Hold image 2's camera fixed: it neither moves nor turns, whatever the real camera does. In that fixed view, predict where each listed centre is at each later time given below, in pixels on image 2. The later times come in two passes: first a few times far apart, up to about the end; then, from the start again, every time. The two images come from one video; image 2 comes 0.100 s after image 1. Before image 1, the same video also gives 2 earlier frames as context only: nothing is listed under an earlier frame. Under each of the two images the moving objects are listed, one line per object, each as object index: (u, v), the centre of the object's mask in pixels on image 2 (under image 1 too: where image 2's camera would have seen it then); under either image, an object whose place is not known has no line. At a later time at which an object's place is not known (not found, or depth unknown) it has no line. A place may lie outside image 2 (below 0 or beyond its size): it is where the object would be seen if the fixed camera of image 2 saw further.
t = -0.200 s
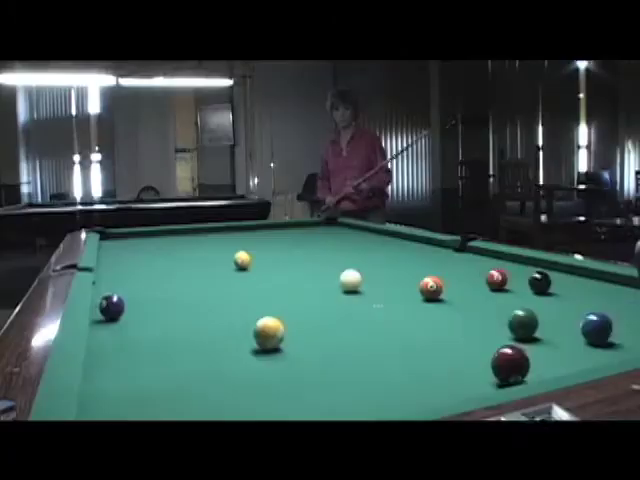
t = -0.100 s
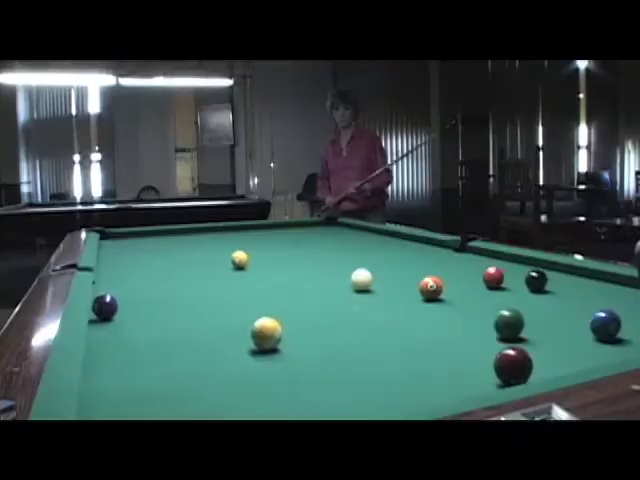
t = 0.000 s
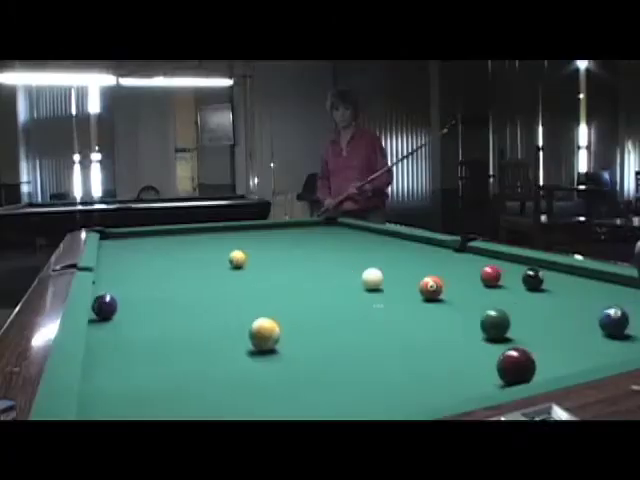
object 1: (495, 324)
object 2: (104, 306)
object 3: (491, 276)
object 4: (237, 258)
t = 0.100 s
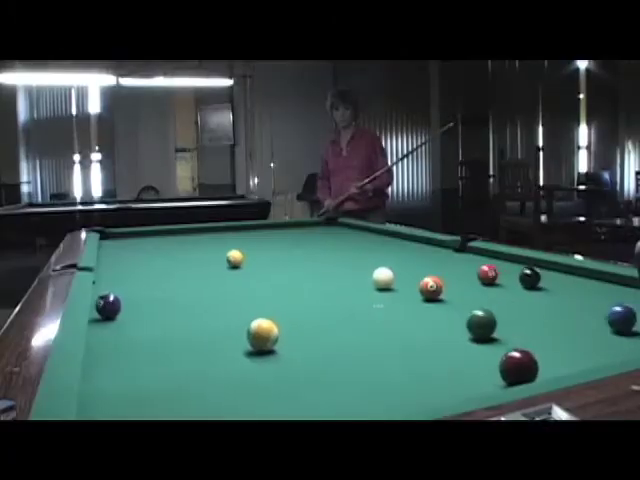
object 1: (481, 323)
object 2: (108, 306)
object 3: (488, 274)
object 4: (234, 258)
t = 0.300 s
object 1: (456, 323)
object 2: (114, 305)
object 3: (482, 271)
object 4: (230, 257)
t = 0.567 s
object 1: (424, 323)
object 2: (121, 304)
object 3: (476, 267)
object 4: (225, 256)
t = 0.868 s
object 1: (393, 322)
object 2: (126, 304)
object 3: (471, 263)
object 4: (220, 255)
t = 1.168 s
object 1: (365, 322)
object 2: (128, 303)
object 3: (465, 258)
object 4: (216, 254)
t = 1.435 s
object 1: (344, 321)
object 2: (128, 303)
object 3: (463, 258)
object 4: (214, 254)
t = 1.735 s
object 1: (324, 321)
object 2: (128, 303)
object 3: (460, 256)
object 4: (211, 253)
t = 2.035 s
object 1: (306, 320)
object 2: (127, 303)
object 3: (457, 254)
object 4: (209, 252)
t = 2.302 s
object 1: (295, 319)
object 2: (126, 302)
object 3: (454, 253)
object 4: (208, 252)
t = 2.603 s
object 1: (286, 318)
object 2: (126, 302)
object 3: (453, 251)
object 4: (208, 252)
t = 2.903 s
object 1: (280, 317)
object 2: (126, 301)
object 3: (452, 251)
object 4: (208, 252)
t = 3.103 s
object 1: (279, 316)
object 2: (127, 301)
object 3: (452, 250)
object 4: (209, 252)
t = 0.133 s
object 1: (477, 323)
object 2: (109, 306)
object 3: (487, 273)
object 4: (234, 258)
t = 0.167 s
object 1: (472, 323)
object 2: (110, 306)
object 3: (486, 273)
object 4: (233, 258)
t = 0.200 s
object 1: (468, 323)
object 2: (111, 305)
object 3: (485, 272)
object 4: (232, 258)
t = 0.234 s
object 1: (464, 323)
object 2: (112, 306)
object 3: (484, 271)
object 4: (232, 257)
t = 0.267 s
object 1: (460, 323)
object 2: (113, 305)
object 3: (483, 271)
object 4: (231, 257)
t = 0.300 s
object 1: (456, 323)
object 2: (114, 305)
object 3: (482, 271)
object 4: (230, 257)
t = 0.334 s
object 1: (451, 324)
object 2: (115, 305)
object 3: (482, 270)
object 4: (230, 257)
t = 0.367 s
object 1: (447, 323)
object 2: (116, 305)
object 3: (481, 269)
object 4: (229, 257)
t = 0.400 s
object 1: (444, 323)
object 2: (117, 305)
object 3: (480, 269)
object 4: (228, 257)
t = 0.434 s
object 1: (440, 323)
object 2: (118, 304)
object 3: (479, 269)
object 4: (228, 256)
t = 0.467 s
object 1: (436, 323)
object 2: (119, 304)
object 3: (478, 268)
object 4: (227, 256)
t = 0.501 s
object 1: (432, 323)
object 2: (119, 304)
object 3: (478, 267)
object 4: (226, 256)
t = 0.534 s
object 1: (428, 323)
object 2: (120, 304)
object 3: (477, 267)
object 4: (225, 256)
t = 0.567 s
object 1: (424, 323)
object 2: (121, 304)
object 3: (476, 267)
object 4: (225, 256)
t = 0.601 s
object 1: (420, 323)
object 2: (121, 304)
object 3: (475, 266)
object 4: (224, 256)
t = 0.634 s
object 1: (417, 323)
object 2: (122, 304)
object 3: (474, 266)
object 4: (224, 256)
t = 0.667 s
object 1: (413, 323)
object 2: (123, 304)
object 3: (474, 265)
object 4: (223, 256)
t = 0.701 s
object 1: (409, 323)
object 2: (123, 304)
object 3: (473, 265)
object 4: (222, 256)
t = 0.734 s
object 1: (406, 323)
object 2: (124, 304)
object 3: (473, 265)
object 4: (222, 256)
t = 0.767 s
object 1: (403, 323)
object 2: (124, 303)
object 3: (473, 265)
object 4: (221, 256)
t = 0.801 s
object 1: (399, 322)
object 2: (125, 303)
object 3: (472, 264)
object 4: (221, 256)
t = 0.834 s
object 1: (396, 322)
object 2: (125, 303)
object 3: (472, 264)
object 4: (221, 255)
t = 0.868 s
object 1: (393, 322)
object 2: (126, 304)
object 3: (471, 263)
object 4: (220, 255)
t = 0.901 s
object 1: (389, 322)
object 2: (126, 303)
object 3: (471, 263)
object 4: (220, 255)
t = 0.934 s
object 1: (386, 322)
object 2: (126, 304)
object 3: (471, 263)
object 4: (219, 255)
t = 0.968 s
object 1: (383, 322)
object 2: (126, 303)
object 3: (471, 262)
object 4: (219, 255)
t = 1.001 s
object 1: (380, 322)
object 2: (127, 303)
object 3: (471, 260)
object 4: (218, 255)
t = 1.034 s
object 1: (377, 322)
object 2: (127, 303)
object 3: (470, 259)
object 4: (218, 255)
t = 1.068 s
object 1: (374, 322)
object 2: (127, 304)
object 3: (469, 258)
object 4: (217, 255)
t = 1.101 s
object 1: (371, 322)
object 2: (128, 303)
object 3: (467, 257)
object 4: (217, 255)
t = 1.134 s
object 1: (368, 322)
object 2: (128, 303)
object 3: (466, 257)
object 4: (216, 255)
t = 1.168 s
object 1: (365, 322)
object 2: (128, 303)
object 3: (465, 258)
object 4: (216, 254)
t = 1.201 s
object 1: (362, 322)
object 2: (128, 303)
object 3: (465, 259)
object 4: (216, 254)
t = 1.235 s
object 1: (359, 322)
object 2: (128, 303)
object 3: (465, 259)
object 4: (215, 254)
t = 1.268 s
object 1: (357, 322)
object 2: (128, 303)
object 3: (465, 259)
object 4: (215, 254)
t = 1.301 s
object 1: (354, 322)
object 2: (128, 303)
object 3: (465, 260)
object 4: (215, 254)
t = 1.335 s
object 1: (351, 321)
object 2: (128, 303)
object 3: (464, 259)
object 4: (215, 254)
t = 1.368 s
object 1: (349, 322)
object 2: (128, 303)
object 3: (464, 259)
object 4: (214, 254)
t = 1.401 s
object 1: (346, 321)
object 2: (128, 303)
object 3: (464, 259)
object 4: (214, 254)
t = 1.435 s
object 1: (344, 321)
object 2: (128, 303)
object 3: (463, 258)
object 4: (214, 254)
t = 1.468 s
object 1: (341, 321)
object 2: (128, 303)
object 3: (463, 258)
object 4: (213, 254)
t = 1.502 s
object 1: (339, 321)
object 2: (128, 303)
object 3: (462, 258)
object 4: (213, 254)
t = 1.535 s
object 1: (337, 321)
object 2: (128, 303)
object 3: (462, 257)
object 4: (213, 253)
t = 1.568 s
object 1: (334, 321)
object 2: (128, 303)
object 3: (461, 257)
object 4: (213, 253)
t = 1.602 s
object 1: (332, 321)
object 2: (128, 303)
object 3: (461, 257)
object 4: (212, 253)
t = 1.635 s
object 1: (330, 321)
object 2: (128, 303)
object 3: (461, 256)
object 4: (212, 253)
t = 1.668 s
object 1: (328, 321)
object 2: (128, 303)
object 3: (461, 256)
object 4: (212, 253)
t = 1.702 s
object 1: (326, 321)
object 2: (128, 303)
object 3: (460, 256)
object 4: (211, 253)
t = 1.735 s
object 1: (324, 321)
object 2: (128, 303)
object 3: (460, 256)
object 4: (211, 253)
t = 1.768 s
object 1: (322, 321)
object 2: (128, 303)
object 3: (459, 256)
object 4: (211, 253)
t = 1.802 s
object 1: (319, 321)
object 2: (128, 303)
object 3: (459, 256)
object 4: (211, 253)
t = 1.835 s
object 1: (316, 320)
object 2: (127, 303)
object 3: (458, 255)
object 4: (210, 252)
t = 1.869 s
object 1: (315, 320)
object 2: (127, 303)
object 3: (458, 256)
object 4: (210, 253)
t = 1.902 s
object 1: (313, 320)
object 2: (127, 302)
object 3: (458, 255)
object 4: (210, 252)
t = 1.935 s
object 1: (311, 320)
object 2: (127, 302)
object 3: (457, 255)
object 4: (209, 253)
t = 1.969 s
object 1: (309, 320)
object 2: (127, 302)
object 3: (457, 255)
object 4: (210, 252)
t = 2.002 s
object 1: (308, 320)
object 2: (127, 303)
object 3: (457, 255)
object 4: (209, 253)
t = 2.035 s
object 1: (306, 320)
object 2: (127, 303)
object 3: (457, 254)
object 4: (209, 252)
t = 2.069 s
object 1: (305, 320)
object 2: (127, 302)
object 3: (456, 254)
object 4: (209, 253)
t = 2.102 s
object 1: (303, 320)
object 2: (126, 302)
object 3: (455, 254)
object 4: (208, 252)
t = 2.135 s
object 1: (301, 319)
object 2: (126, 303)
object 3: (455, 254)
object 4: (208, 253)
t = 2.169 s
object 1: (300, 319)
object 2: (126, 302)
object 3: (455, 253)
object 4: (208, 252)
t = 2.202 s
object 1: (299, 319)
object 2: (126, 303)
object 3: (455, 253)
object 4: (208, 253)
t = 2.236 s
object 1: (297, 319)
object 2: (126, 302)
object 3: (455, 253)
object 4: (208, 253)
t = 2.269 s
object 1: (296, 319)
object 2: (126, 302)
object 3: (455, 253)
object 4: (208, 252)
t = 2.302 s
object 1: (295, 319)
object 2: (126, 302)
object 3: (454, 253)
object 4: (208, 252)
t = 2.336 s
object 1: (293, 319)
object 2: (126, 302)
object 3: (454, 253)
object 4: (208, 252)
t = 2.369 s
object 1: (292, 319)
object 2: (126, 302)
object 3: (454, 253)
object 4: (208, 252)
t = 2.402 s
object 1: (291, 318)
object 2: (126, 302)
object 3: (454, 252)
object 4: (208, 252)
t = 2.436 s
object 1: (290, 319)
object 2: (126, 302)
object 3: (453, 252)
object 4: (208, 252)
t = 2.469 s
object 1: (289, 318)
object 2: (126, 302)
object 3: (453, 252)
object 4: (208, 252)
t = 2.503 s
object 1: (288, 318)
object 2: (126, 302)
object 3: (453, 252)
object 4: (208, 252)
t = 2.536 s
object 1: (287, 318)
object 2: (126, 302)
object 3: (453, 252)
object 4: (208, 252)
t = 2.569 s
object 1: (286, 318)
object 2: (126, 302)
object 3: (453, 252)
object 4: (208, 252)
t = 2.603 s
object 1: (286, 318)
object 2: (126, 302)
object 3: (453, 251)
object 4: (208, 252)
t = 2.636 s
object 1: (285, 318)
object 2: (126, 302)
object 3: (453, 252)
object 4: (208, 252)
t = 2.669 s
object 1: (284, 318)
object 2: (126, 302)
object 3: (453, 251)
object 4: (208, 252)
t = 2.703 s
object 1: (284, 317)
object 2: (126, 302)
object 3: (452, 251)
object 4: (208, 252)
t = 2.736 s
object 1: (283, 317)
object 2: (126, 302)
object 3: (452, 251)
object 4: (208, 252)
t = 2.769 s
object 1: (282, 317)
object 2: (126, 302)
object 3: (452, 251)
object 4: (208, 252)
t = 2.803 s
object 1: (282, 317)
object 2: (126, 302)
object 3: (452, 251)
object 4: (208, 252)
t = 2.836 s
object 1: (281, 317)
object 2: (126, 302)
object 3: (453, 251)
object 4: (208, 252)
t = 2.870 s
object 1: (281, 317)
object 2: (126, 301)
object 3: (453, 251)
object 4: (208, 252)
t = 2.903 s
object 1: (280, 317)
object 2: (126, 301)
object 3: (452, 251)
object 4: (208, 252)
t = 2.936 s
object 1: (280, 316)
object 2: (126, 301)
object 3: (452, 251)
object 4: (208, 252)
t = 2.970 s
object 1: (280, 317)
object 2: (126, 301)
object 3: (452, 250)
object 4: (208, 252)
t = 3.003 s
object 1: (281, 316)
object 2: (127, 301)
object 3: (454, 251)
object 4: (209, 252)
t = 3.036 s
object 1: (281, 316)
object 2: (128, 301)
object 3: (453, 250)
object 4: (209, 252)
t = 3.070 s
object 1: (281, 316)
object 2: (127, 301)
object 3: (453, 250)
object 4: (209, 252)
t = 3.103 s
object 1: (279, 316)
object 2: (127, 301)
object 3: (452, 250)
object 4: (209, 252)
